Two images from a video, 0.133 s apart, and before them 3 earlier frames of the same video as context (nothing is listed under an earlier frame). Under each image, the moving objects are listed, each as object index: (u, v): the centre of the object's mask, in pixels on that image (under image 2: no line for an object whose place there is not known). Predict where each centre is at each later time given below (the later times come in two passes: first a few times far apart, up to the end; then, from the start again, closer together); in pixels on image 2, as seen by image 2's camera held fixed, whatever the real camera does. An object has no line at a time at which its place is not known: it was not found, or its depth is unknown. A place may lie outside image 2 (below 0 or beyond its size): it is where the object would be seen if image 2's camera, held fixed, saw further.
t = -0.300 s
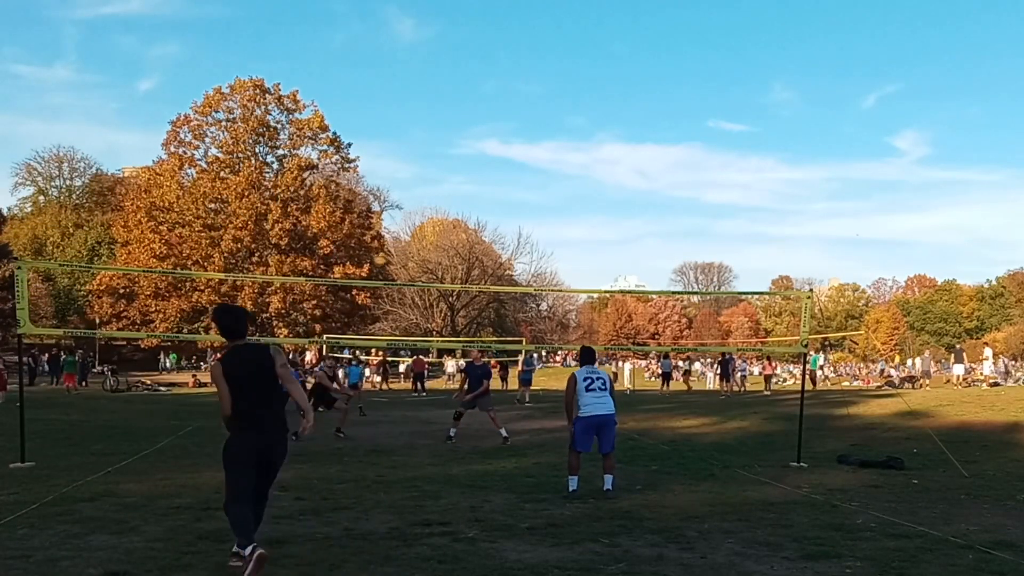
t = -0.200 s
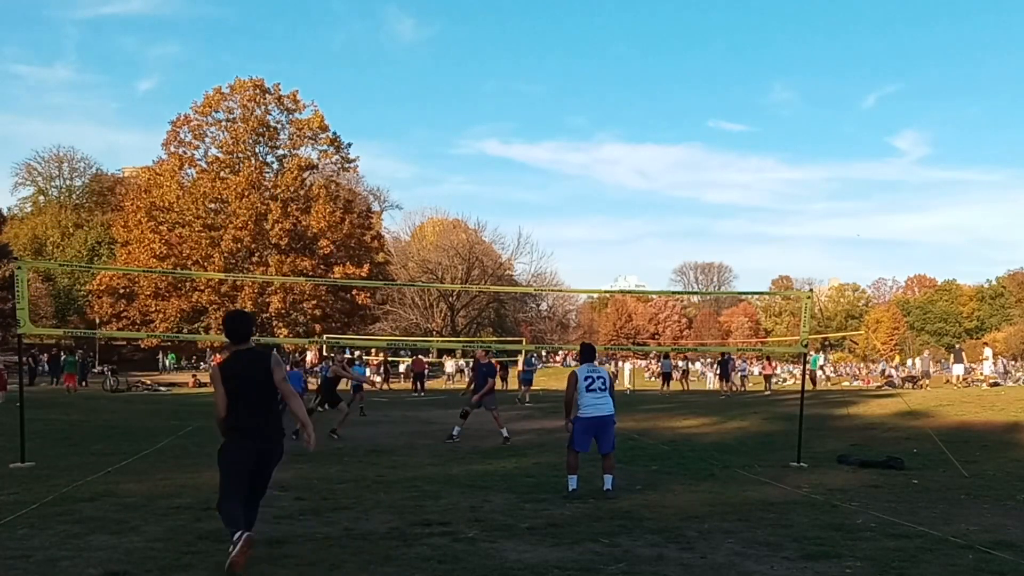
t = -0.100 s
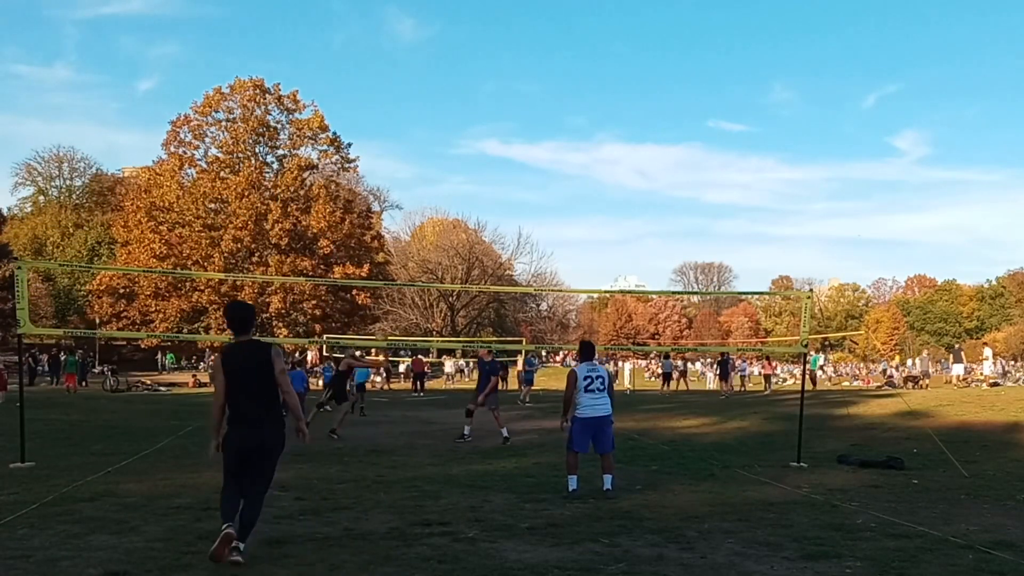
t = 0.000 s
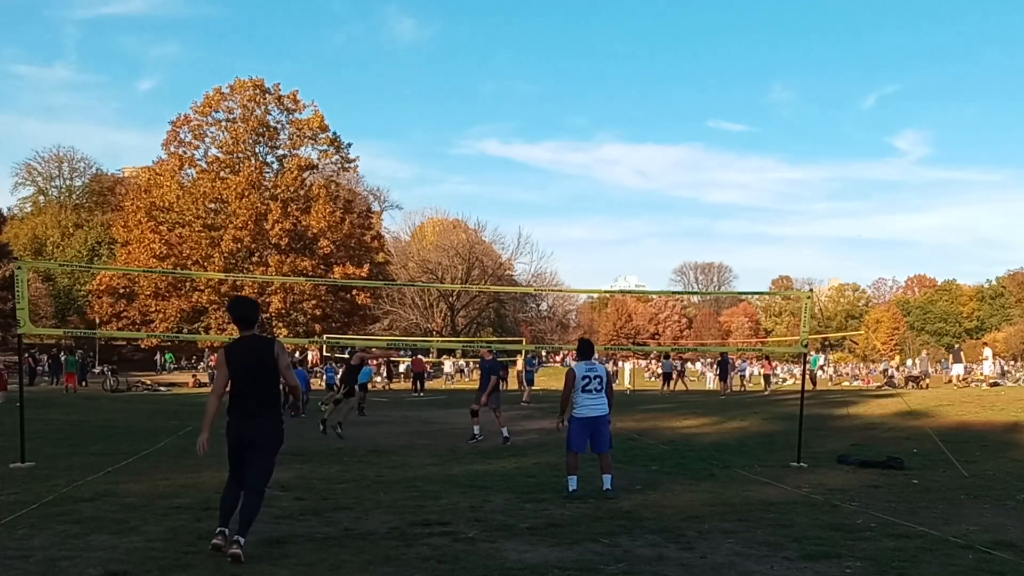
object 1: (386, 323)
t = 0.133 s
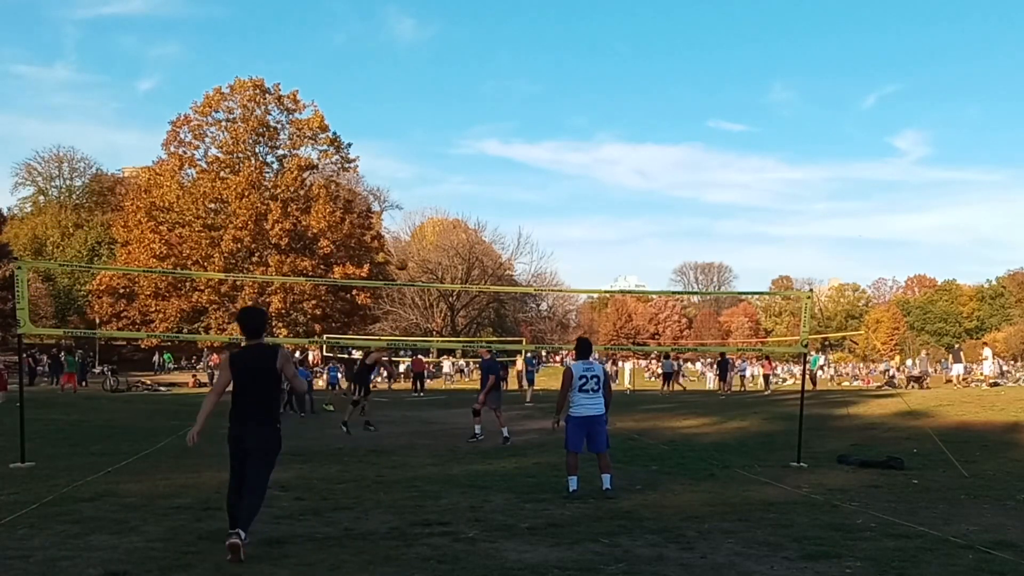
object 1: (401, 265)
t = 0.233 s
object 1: (411, 225)
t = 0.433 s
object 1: (431, 162)
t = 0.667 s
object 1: (453, 117)
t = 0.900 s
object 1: (476, 104)
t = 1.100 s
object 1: (496, 119)
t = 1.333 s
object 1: (518, 170)
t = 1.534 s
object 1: (538, 242)
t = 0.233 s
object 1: (411, 225)
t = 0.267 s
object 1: (414, 213)
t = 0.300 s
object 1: (418, 201)
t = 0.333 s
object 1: (421, 191)
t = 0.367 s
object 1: (424, 180)
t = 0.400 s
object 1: (428, 171)
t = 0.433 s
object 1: (431, 162)
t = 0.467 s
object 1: (434, 154)
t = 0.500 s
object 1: (437, 146)
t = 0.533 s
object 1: (441, 139)
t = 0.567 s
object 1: (444, 132)
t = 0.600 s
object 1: (447, 127)
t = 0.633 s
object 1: (450, 121)
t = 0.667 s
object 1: (453, 117)
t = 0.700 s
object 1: (457, 113)
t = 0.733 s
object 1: (460, 110)
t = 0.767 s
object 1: (463, 108)
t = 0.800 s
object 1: (466, 106)
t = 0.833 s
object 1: (470, 104)
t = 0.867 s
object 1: (473, 104)
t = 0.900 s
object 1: (476, 104)
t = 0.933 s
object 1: (479, 104)
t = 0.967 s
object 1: (482, 106)
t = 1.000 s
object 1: (486, 108)
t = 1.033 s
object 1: (489, 111)
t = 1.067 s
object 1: (492, 115)
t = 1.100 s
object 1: (496, 119)
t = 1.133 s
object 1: (499, 124)
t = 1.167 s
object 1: (502, 130)
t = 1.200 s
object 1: (505, 136)
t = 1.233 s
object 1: (509, 143)
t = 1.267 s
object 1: (512, 151)
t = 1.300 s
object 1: (515, 160)
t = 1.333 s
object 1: (518, 170)
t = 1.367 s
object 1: (522, 180)
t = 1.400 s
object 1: (525, 191)
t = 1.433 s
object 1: (528, 203)
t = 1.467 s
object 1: (531, 215)
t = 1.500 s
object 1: (535, 228)
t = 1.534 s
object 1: (538, 242)
